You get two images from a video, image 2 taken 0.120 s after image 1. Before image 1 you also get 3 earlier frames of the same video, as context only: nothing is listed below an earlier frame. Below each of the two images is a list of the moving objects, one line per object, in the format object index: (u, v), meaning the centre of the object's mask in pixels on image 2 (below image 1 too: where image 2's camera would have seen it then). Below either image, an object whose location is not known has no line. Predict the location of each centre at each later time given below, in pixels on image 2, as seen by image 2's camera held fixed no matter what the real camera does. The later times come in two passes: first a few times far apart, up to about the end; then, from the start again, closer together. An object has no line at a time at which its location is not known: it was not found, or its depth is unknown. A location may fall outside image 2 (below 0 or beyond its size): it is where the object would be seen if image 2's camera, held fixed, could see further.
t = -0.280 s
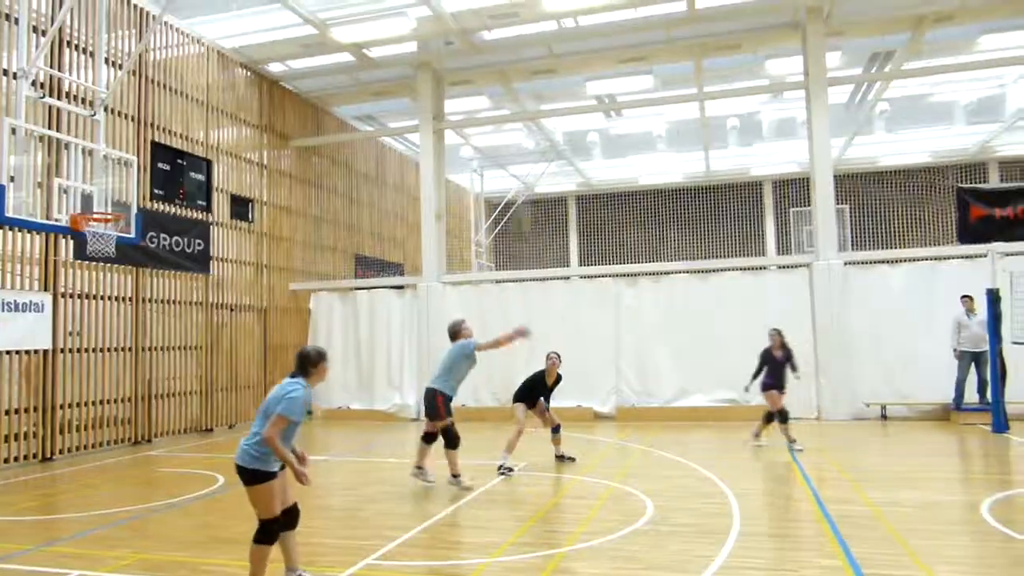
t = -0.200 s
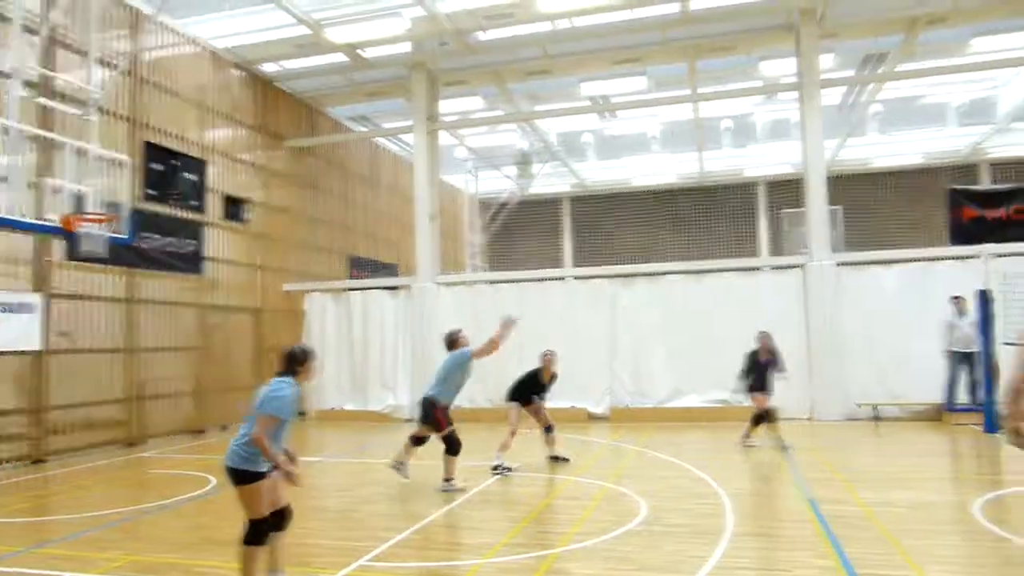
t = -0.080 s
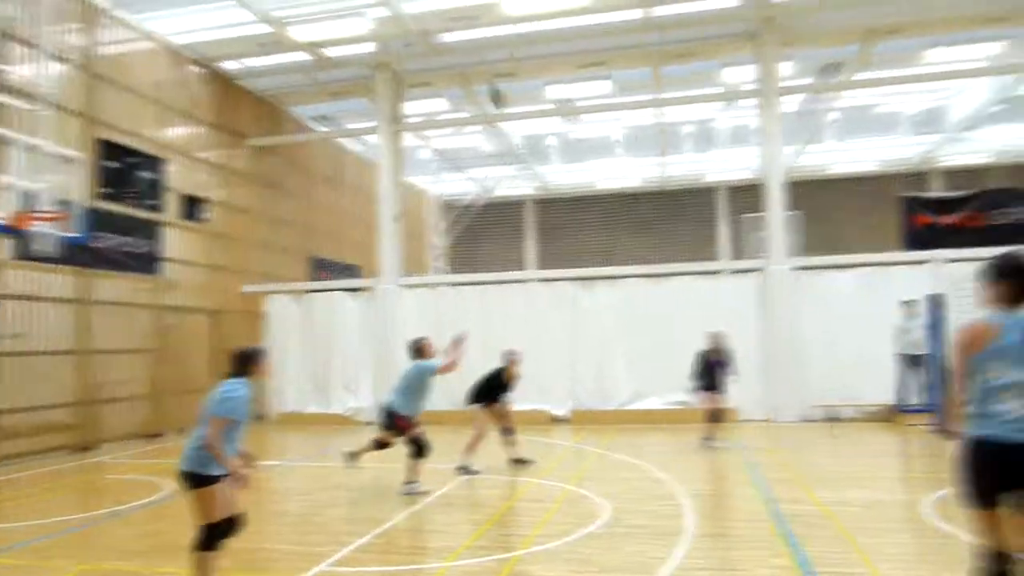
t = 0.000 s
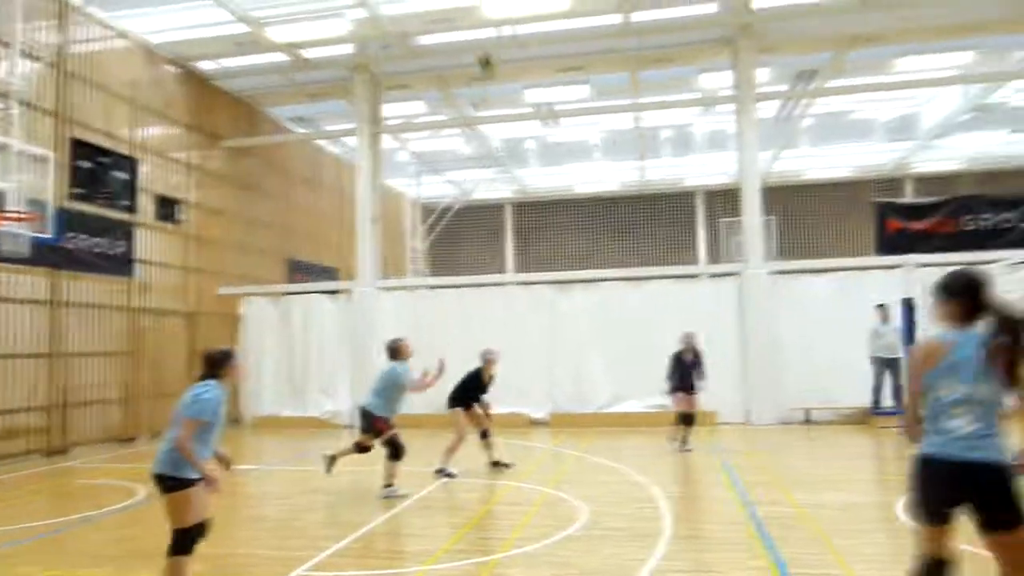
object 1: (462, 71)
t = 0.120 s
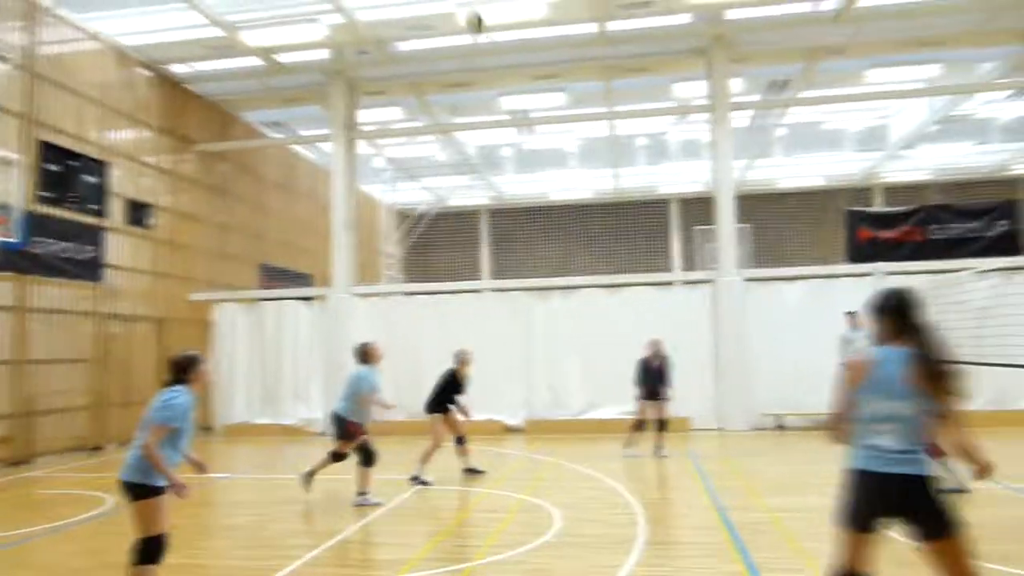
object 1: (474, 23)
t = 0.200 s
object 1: (481, 3)
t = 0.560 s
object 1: (516, -35)
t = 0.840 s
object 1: (544, 12)
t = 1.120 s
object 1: (573, 105)
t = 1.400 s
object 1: (585, 153)
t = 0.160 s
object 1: (478, 9)
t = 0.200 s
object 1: (481, 3)
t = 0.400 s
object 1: (501, -29)
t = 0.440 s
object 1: (504, -34)
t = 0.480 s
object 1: (507, -36)
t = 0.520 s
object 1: (512, -36)
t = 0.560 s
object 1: (516, -35)
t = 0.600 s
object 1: (520, -32)
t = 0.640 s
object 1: (524, -28)
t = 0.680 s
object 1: (528, -23)
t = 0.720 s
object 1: (532, -16)
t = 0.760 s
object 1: (536, -8)
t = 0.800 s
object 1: (540, 1)
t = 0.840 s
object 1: (544, 12)
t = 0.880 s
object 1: (549, 22)
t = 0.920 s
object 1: (554, 37)
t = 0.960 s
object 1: (559, 52)
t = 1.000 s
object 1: (561, 68)
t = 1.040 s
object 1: (566, 83)
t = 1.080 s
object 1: (570, 94)
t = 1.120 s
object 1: (573, 105)
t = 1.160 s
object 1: (575, 115)
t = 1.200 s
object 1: (577, 125)
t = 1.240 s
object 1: (579, 131)
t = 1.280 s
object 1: (581, 136)
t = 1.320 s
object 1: (583, 142)
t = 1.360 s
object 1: (584, 148)
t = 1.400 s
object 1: (585, 153)
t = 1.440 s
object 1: (588, 159)
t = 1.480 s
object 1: (589, 165)
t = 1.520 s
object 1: (591, 170)
